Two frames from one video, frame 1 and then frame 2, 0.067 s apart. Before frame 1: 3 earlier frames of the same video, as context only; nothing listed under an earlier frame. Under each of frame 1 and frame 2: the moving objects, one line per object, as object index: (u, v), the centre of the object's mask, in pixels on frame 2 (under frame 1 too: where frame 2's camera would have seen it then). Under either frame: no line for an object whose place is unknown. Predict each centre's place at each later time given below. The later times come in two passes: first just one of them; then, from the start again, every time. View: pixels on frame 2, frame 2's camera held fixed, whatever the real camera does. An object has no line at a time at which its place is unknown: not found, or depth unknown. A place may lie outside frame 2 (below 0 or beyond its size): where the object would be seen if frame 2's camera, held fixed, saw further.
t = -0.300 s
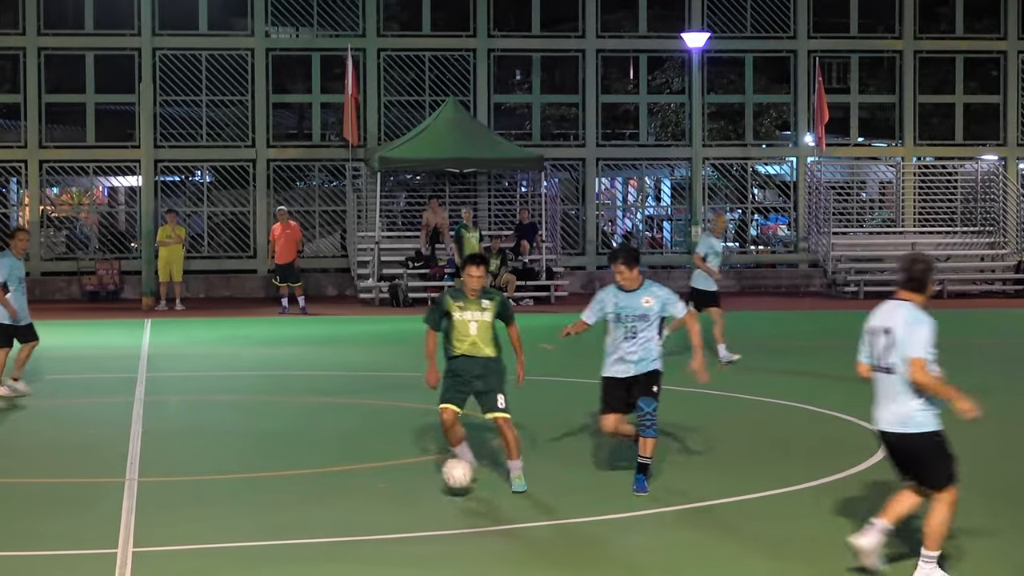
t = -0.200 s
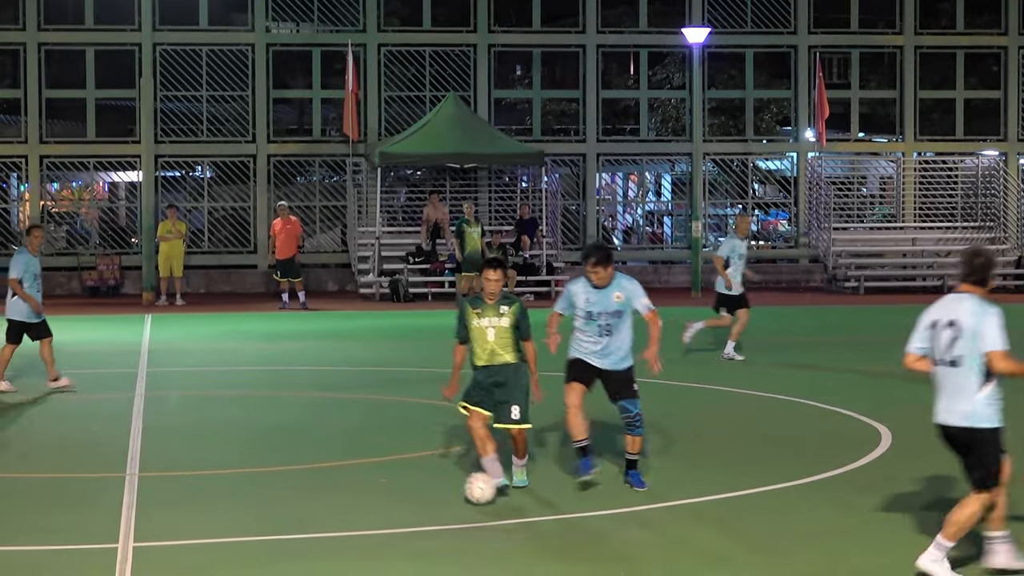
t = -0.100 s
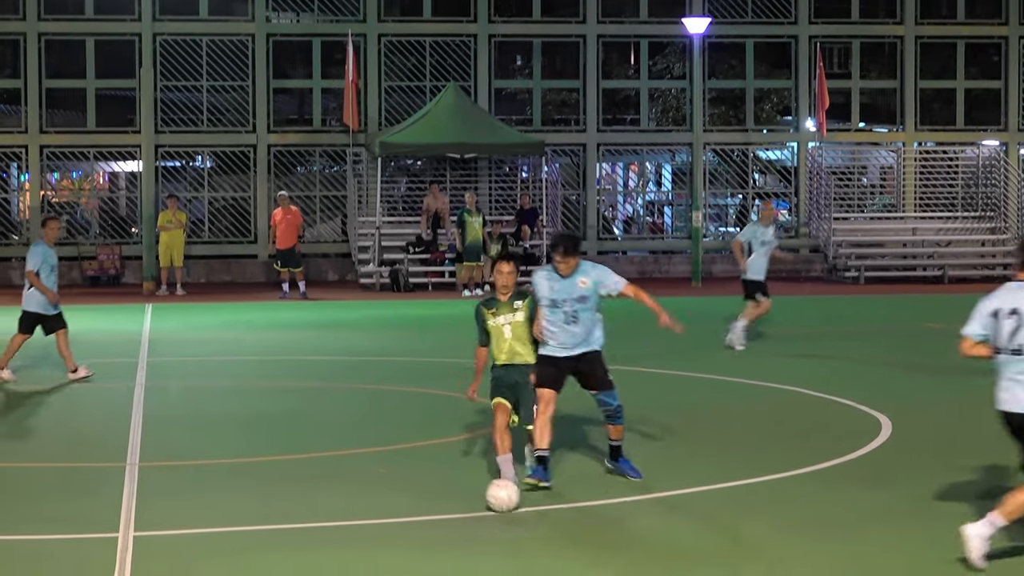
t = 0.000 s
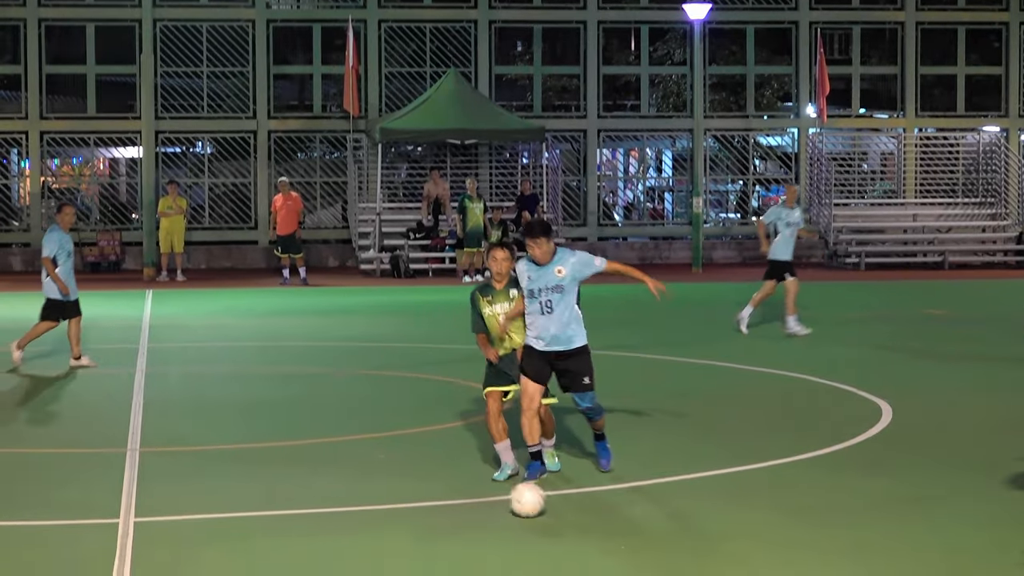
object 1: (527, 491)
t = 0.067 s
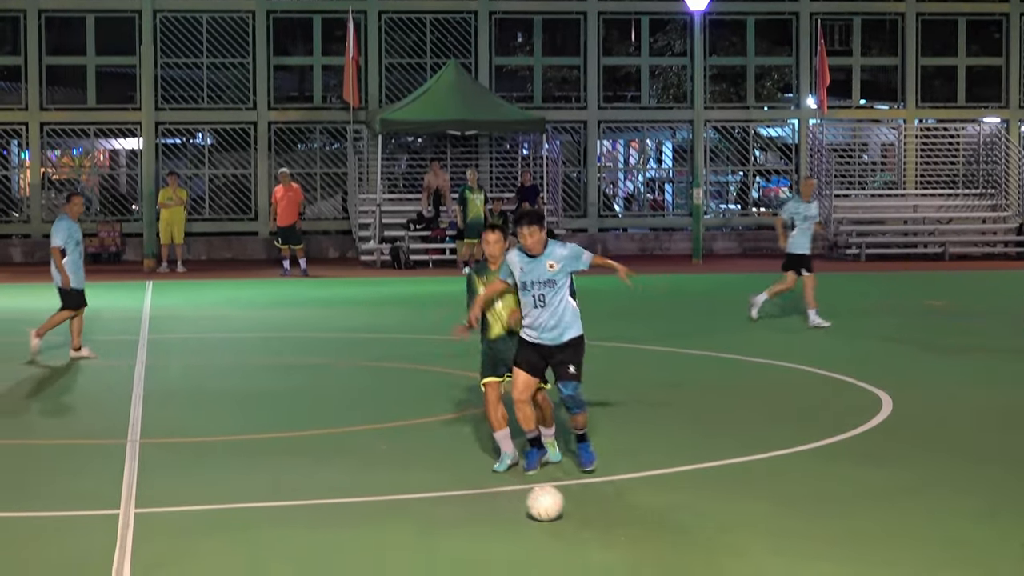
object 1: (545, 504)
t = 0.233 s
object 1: (591, 533)
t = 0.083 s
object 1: (549, 506)
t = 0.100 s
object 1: (554, 508)
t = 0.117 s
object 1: (558, 512)
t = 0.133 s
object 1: (562, 515)
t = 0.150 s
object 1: (566, 519)
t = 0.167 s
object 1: (572, 522)
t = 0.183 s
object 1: (576, 526)
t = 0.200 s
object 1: (582, 526)
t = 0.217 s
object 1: (585, 530)
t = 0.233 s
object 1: (591, 533)
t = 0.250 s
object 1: (598, 535)
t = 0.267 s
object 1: (604, 538)
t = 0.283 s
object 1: (611, 542)
